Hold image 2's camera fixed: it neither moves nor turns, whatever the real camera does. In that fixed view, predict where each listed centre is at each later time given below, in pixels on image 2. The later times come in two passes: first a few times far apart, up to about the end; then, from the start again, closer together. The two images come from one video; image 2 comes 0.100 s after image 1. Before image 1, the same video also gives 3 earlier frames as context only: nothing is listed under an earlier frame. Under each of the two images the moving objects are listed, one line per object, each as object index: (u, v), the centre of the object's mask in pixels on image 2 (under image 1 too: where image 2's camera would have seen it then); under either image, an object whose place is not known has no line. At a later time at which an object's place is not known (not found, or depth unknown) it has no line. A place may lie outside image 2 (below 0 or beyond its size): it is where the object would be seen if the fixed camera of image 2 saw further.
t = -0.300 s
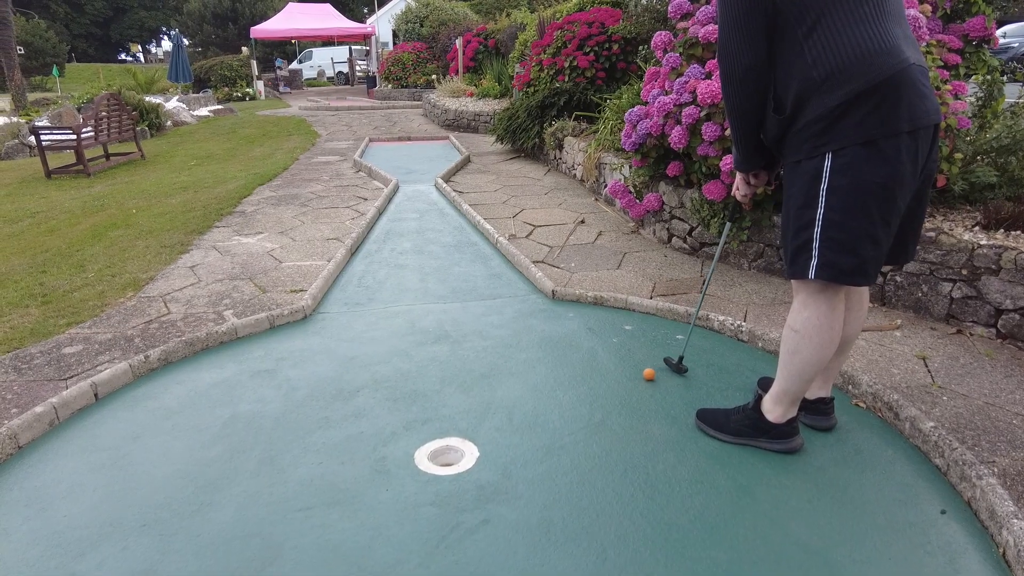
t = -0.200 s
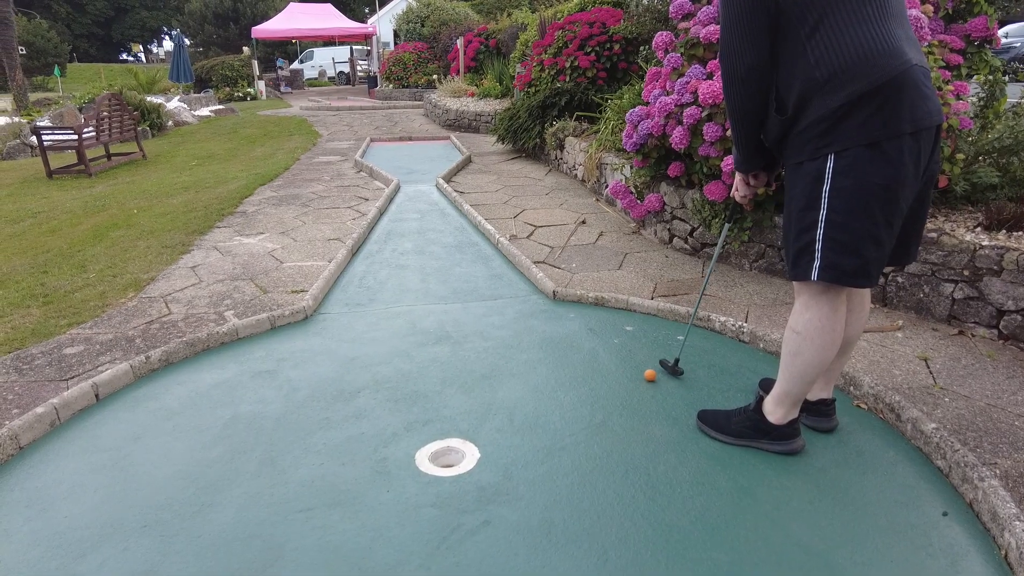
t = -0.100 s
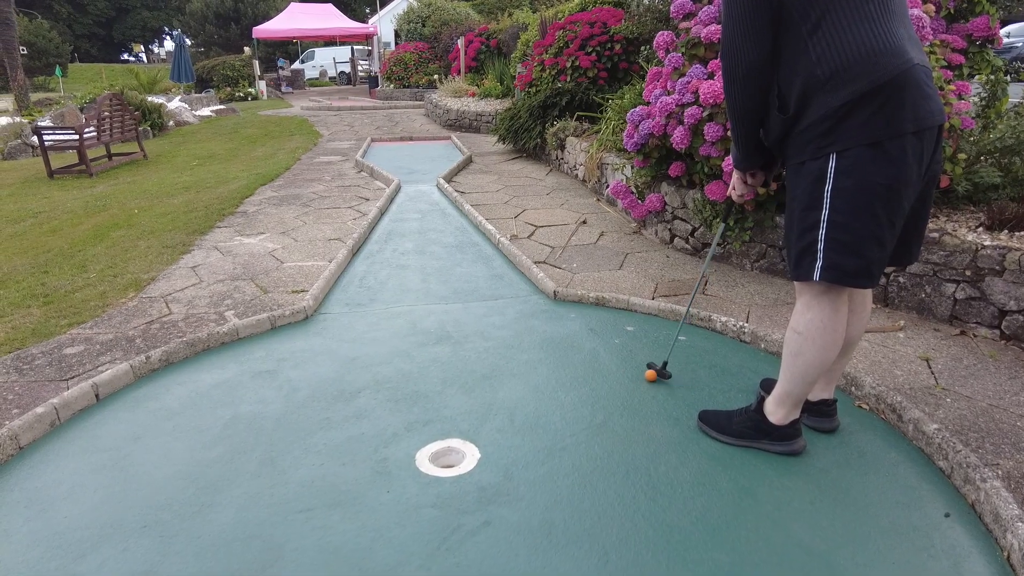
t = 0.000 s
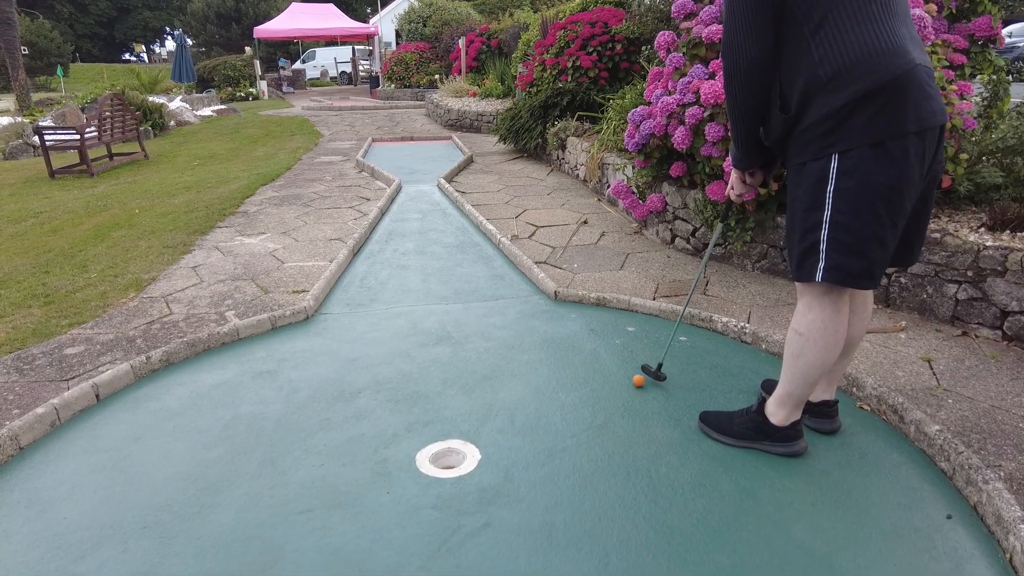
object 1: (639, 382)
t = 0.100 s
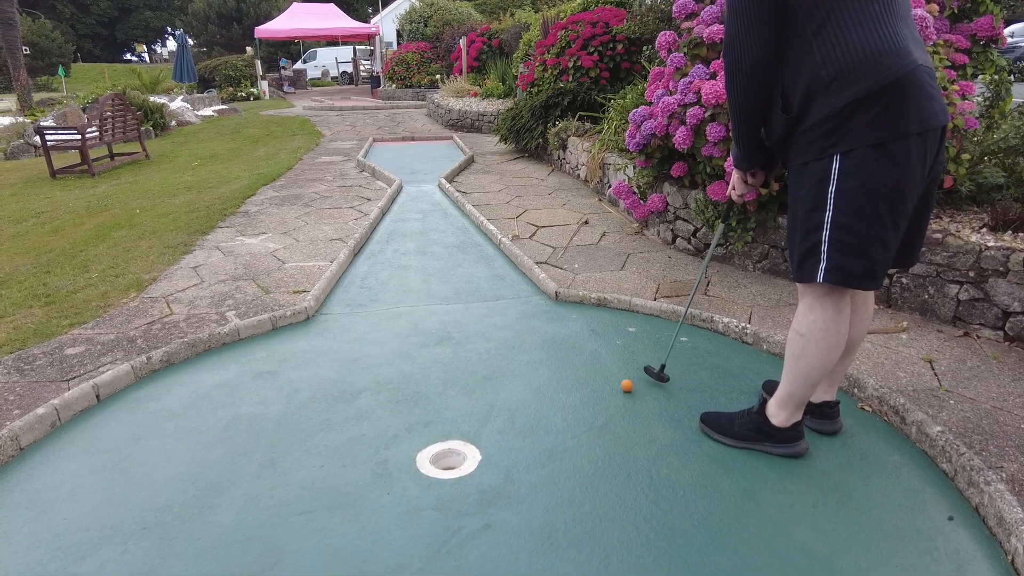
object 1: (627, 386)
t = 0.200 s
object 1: (614, 390)
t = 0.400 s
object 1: (589, 397)
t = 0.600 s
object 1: (564, 404)
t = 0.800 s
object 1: (539, 408)
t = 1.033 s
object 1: (513, 413)
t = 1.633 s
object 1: (451, 424)
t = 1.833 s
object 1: (432, 426)
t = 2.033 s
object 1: (414, 429)
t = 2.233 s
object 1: (397, 431)
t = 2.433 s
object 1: (381, 433)
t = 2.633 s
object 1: (364, 435)
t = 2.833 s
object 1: (348, 438)
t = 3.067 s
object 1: (331, 441)
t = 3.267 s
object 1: (317, 443)
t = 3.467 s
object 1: (304, 447)
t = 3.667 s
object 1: (293, 448)
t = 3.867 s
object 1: (283, 450)
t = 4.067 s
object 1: (273, 451)
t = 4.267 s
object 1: (264, 453)
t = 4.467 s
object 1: (256, 455)
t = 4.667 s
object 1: (249, 456)
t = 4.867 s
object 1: (245, 456)
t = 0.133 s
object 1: (623, 388)
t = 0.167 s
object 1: (618, 389)
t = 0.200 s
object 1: (614, 390)
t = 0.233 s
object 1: (610, 391)
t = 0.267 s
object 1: (606, 393)
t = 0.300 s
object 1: (602, 394)
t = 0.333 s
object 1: (598, 395)
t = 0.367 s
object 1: (594, 396)
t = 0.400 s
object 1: (589, 397)
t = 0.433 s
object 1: (585, 398)
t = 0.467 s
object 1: (581, 399)
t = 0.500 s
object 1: (577, 400)
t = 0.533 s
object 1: (573, 402)
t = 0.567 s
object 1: (569, 403)
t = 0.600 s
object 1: (564, 404)
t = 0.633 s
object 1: (560, 404)
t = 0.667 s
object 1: (556, 405)
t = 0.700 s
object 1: (552, 406)
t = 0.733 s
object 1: (548, 407)
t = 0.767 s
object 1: (544, 408)
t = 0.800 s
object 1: (539, 408)
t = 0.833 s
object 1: (535, 409)
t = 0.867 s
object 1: (532, 410)
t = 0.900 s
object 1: (528, 411)
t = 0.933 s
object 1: (524, 411)
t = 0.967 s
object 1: (520, 412)
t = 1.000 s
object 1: (516, 413)
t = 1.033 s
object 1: (513, 413)
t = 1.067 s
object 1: (509, 414)
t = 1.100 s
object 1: (505, 415)
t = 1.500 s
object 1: (464, 422)
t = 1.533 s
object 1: (460, 423)
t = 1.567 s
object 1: (457, 423)
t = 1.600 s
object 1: (454, 424)
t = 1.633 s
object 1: (451, 424)
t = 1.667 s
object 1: (448, 424)
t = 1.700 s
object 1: (445, 425)
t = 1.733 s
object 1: (442, 425)
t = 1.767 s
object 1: (439, 426)
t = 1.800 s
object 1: (436, 426)
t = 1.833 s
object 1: (432, 426)
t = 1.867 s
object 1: (429, 427)
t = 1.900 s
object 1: (427, 427)
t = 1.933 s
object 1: (423, 427)
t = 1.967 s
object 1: (420, 428)
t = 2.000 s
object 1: (417, 428)
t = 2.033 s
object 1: (414, 429)
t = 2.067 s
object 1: (411, 429)
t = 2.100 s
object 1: (409, 429)
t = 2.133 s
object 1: (406, 430)
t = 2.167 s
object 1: (403, 430)
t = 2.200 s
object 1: (400, 430)
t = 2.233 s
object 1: (397, 431)
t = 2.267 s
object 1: (394, 431)
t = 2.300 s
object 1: (392, 432)
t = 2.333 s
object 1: (389, 432)
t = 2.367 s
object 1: (386, 433)
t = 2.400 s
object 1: (383, 433)
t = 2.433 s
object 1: (381, 433)
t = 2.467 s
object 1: (378, 433)
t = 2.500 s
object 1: (375, 434)
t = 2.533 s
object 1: (372, 434)
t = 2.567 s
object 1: (369, 435)
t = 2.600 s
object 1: (367, 435)
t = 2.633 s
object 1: (364, 435)
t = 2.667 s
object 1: (361, 436)
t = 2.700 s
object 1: (359, 436)
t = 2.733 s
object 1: (356, 436)
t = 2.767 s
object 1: (354, 437)
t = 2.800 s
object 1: (351, 437)
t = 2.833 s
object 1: (348, 438)
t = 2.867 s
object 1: (346, 438)
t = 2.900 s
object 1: (343, 438)
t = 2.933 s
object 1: (341, 439)
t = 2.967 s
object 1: (338, 439)
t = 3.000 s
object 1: (336, 439)
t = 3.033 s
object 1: (333, 440)
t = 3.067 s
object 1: (331, 441)
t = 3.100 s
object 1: (329, 441)
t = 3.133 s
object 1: (326, 441)
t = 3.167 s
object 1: (324, 442)
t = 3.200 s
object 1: (322, 442)
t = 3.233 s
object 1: (320, 442)
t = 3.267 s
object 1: (317, 443)
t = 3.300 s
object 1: (315, 444)
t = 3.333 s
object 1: (313, 444)
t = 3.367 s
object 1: (311, 445)
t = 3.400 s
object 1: (309, 445)
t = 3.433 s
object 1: (306, 446)
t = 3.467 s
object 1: (304, 447)
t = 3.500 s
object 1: (302, 447)
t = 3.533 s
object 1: (301, 447)
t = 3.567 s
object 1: (298, 448)
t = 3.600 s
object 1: (296, 448)
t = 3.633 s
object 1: (295, 448)
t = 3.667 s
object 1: (293, 448)
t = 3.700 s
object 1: (291, 448)
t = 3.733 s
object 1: (289, 449)
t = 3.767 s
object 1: (288, 449)
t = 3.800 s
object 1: (286, 449)
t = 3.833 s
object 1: (284, 450)
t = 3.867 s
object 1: (283, 450)
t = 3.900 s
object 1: (281, 450)
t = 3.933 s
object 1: (280, 450)
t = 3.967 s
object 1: (278, 451)
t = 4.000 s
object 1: (276, 451)
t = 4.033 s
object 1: (275, 451)
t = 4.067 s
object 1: (273, 451)
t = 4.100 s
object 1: (272, 451)
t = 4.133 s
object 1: (270, 451)
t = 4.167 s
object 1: (269, 452)
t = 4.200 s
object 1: (267, 452)
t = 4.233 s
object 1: (266, 453)
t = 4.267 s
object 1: (264, 453)
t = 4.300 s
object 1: (263, 453)
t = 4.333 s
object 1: (261, 454)
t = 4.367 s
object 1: (260, 454)
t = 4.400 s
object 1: (259, 454)
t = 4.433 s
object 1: (257, 455)
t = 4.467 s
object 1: (256, 455)
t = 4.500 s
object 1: (255, 455)
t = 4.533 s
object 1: (254, 456)
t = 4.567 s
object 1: (253, 456)
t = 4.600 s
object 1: (252, 456)
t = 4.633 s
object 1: (250, 456)
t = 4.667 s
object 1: (249, 456)
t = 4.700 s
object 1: (249, 457)
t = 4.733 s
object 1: (248, 456)
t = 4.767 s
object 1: (247, 456)
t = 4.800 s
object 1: (247, 456)
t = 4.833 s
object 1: (246, 456)
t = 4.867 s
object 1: (245, 456)
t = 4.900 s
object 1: (244, 455)
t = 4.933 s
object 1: (244, 455)
